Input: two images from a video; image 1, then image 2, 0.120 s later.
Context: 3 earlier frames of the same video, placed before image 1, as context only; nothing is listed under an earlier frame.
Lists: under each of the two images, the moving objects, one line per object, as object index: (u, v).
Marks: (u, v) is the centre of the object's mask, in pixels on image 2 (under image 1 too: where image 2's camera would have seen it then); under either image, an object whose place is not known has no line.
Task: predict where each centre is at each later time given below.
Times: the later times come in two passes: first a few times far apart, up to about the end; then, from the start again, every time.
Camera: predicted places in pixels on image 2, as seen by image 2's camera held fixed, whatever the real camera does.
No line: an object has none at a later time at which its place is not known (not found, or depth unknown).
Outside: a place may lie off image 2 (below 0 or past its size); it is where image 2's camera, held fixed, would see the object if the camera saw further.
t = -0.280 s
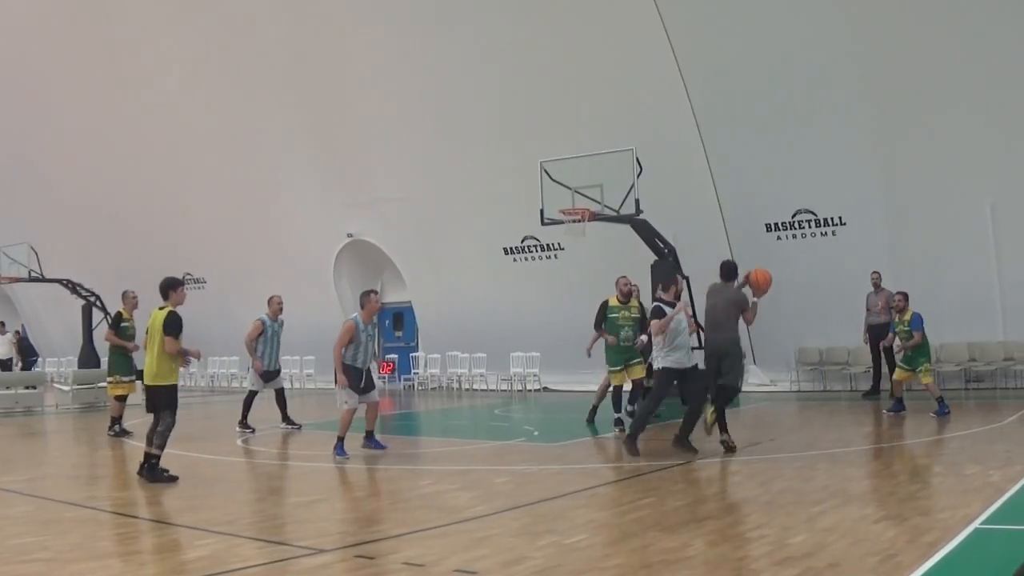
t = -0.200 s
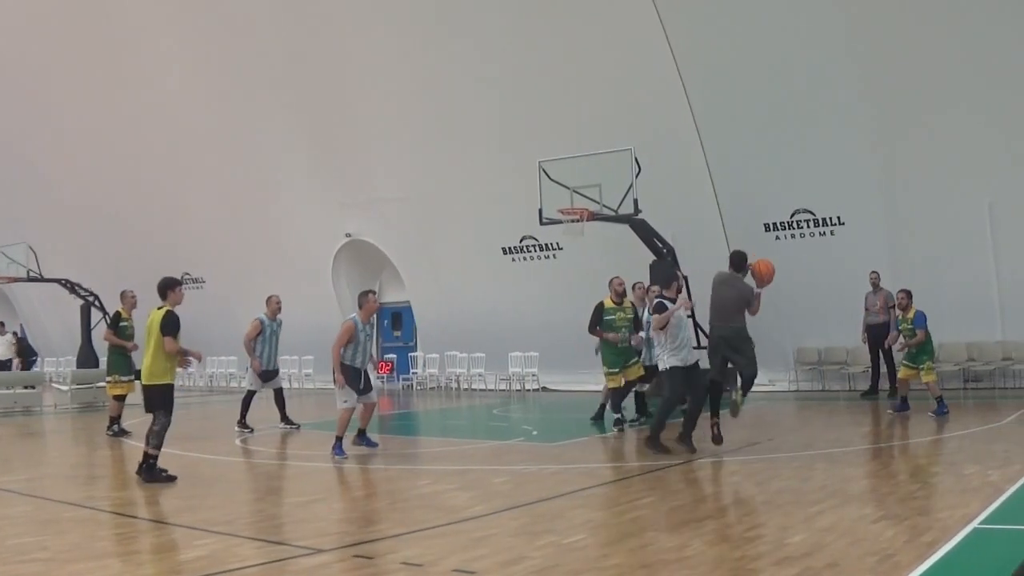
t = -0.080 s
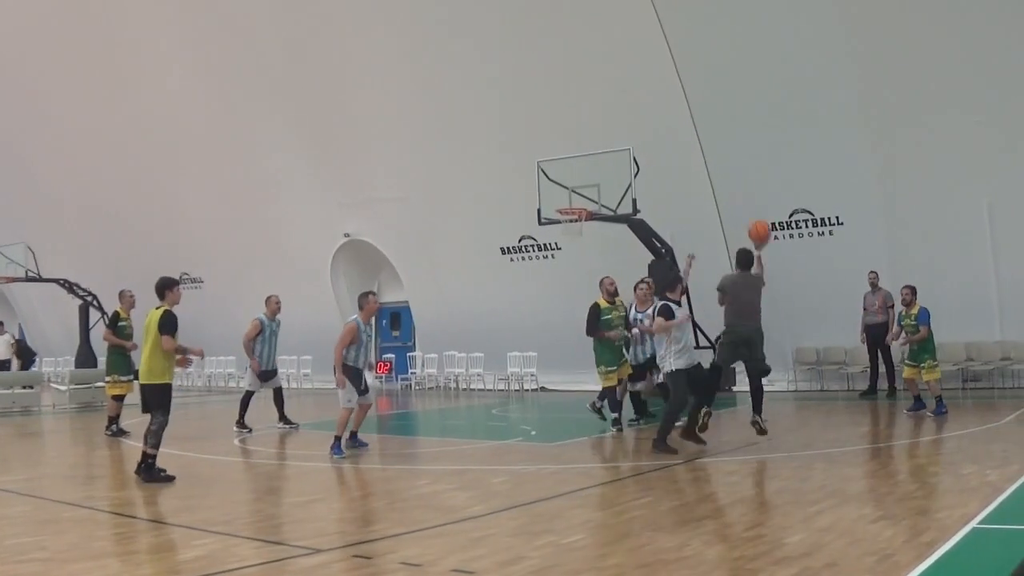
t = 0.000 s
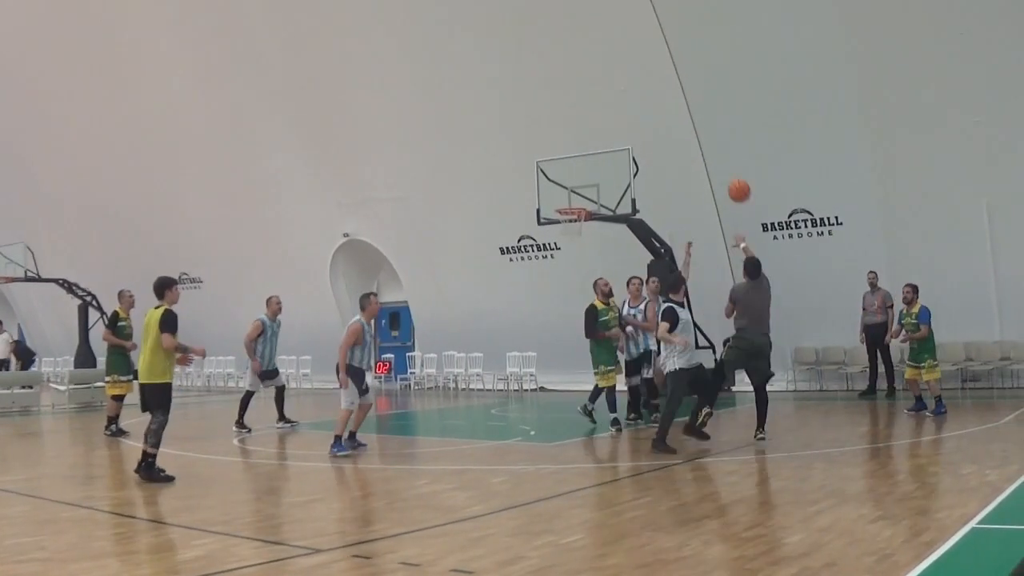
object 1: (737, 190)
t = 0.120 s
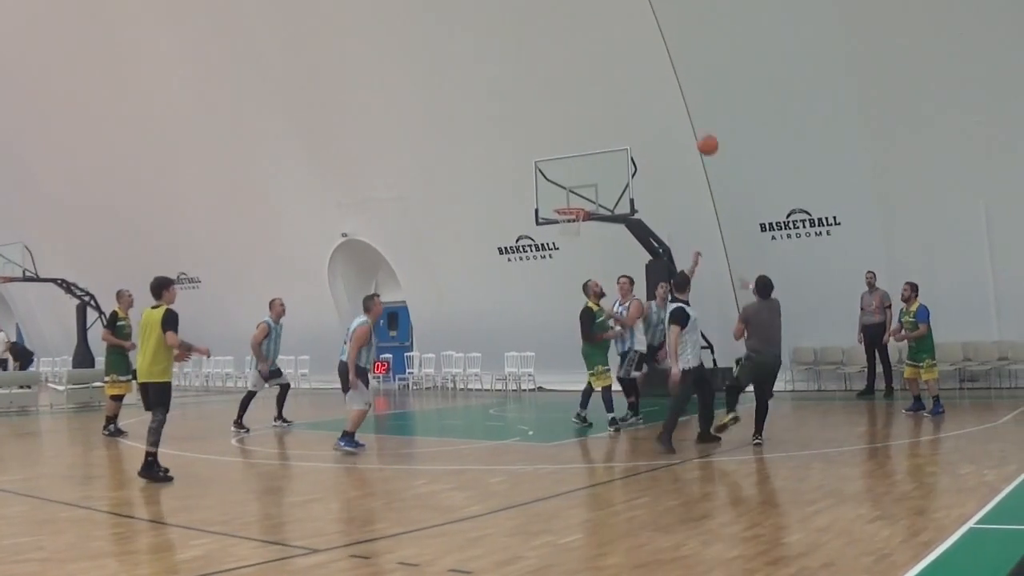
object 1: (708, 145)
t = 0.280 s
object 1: (674, 108)
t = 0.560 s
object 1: (626, 98)
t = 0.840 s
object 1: (590, 139)
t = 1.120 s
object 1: (560, 221)
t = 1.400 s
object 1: (565, 254)
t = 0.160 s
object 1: (699, 133)
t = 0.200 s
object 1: (690, 124)
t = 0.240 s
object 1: (682, 115)
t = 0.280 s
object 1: (674, 108)
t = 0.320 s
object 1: (666, 102)
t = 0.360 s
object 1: (659, 99)
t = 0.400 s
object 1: (652, 96)
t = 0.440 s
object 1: (645, 94)
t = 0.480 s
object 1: (638, 95)
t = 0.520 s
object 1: (632, 95)
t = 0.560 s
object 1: (626, 98)
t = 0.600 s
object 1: (620, 101)
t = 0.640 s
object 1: (615, 105)
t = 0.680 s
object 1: (609, 110)
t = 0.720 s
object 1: (603, 115)
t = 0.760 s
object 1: (599, 123)
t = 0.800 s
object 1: (594, 131)
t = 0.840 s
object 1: (590, 139)
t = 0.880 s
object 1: (586, 149)
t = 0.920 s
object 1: (581, 160)
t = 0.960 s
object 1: (577, 171)
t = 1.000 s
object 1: (573, 182)
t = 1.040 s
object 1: (568, 195)
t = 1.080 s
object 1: (563, 208)
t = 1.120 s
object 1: (560, 221)
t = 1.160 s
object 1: (559, 225)
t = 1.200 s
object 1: (560, 227)
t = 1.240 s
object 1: (561, 231)
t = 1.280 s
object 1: (562, 235)
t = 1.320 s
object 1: (563, 241)
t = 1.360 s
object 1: (564, 247)
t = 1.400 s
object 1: (565, 254)
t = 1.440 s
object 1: (566, 262)
